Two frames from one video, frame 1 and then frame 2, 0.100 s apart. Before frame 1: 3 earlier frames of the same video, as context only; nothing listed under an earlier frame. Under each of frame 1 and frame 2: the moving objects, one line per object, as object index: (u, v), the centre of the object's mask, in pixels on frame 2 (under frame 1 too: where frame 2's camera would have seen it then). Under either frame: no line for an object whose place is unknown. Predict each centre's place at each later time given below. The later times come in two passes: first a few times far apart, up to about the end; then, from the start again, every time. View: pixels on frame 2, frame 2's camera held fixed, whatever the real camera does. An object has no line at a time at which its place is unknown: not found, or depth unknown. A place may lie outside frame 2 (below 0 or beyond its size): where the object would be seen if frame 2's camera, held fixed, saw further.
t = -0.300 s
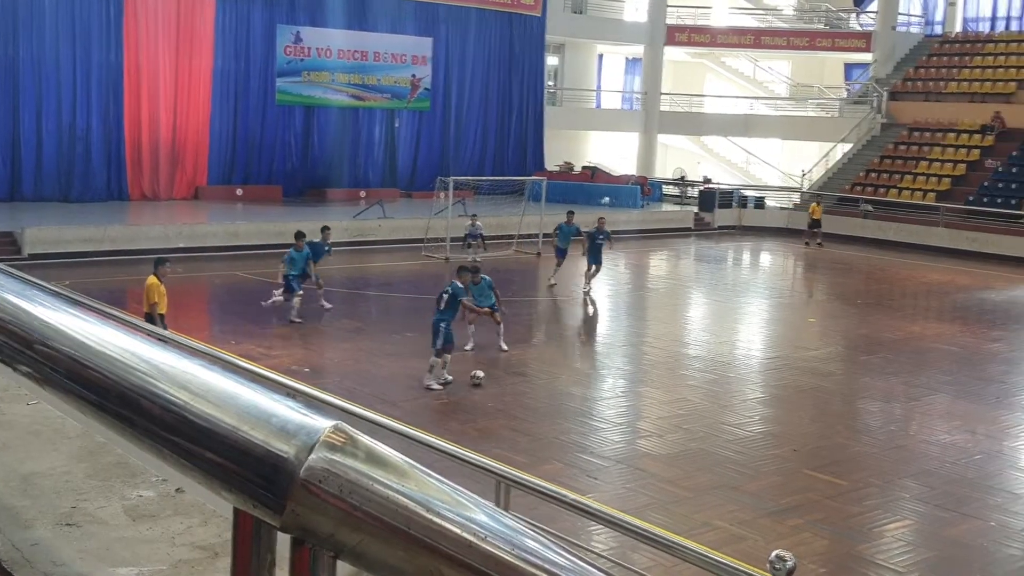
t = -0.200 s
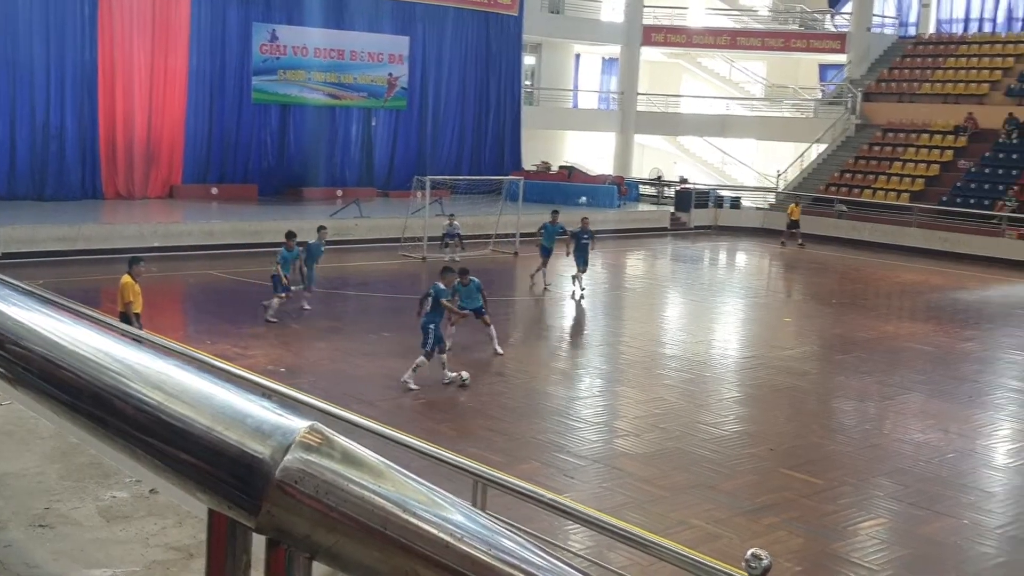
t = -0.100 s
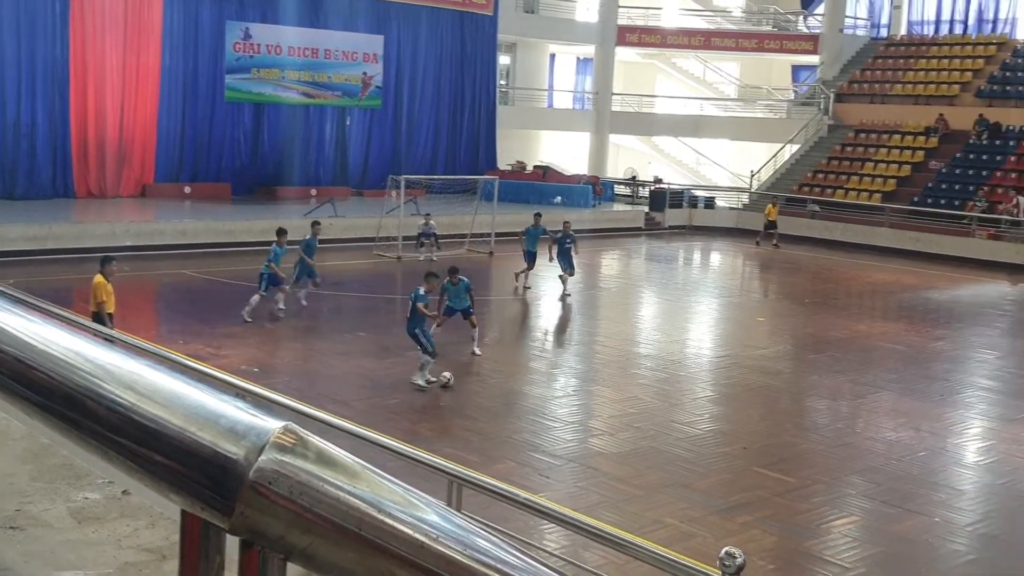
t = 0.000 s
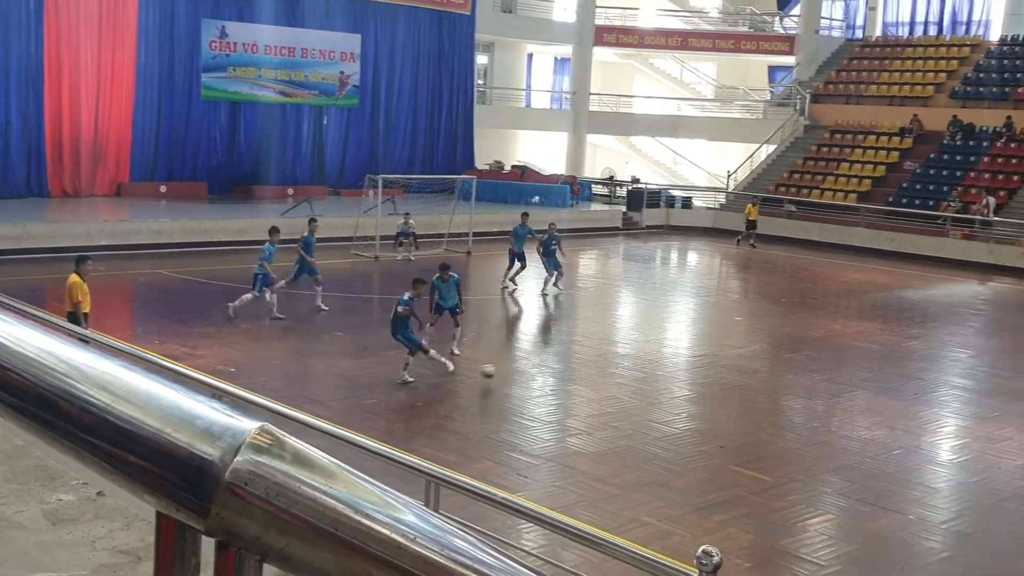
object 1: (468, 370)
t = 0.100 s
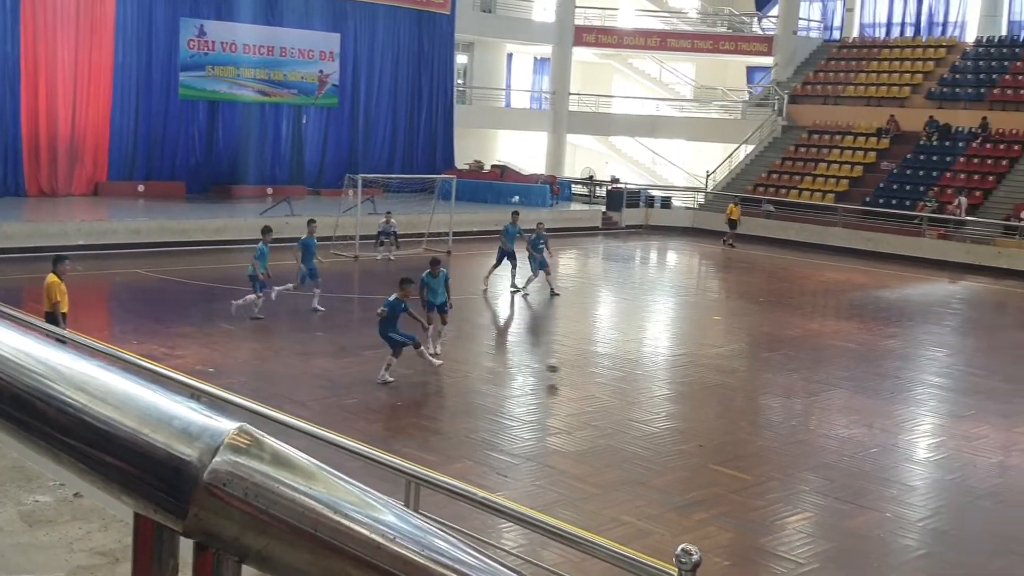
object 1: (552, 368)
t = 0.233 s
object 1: (654, 365)
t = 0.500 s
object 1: (817, 359)
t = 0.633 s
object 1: (884, 357)
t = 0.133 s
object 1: (580, 366)
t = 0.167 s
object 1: (605, 367)
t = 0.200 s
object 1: (631, 369)
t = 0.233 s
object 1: (654, 365)
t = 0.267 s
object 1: (675, 364)
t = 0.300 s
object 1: (698, 361)
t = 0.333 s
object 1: (720, 361)
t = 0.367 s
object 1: (741, 361)
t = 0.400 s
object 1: (761, 362)
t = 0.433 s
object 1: (781, 360)
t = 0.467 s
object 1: (799, 360)
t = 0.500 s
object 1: (817, 359)
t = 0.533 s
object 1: (835, 358)
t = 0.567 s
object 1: (852, 357)
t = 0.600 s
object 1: (868, 356)
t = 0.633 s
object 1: (884, 357)
